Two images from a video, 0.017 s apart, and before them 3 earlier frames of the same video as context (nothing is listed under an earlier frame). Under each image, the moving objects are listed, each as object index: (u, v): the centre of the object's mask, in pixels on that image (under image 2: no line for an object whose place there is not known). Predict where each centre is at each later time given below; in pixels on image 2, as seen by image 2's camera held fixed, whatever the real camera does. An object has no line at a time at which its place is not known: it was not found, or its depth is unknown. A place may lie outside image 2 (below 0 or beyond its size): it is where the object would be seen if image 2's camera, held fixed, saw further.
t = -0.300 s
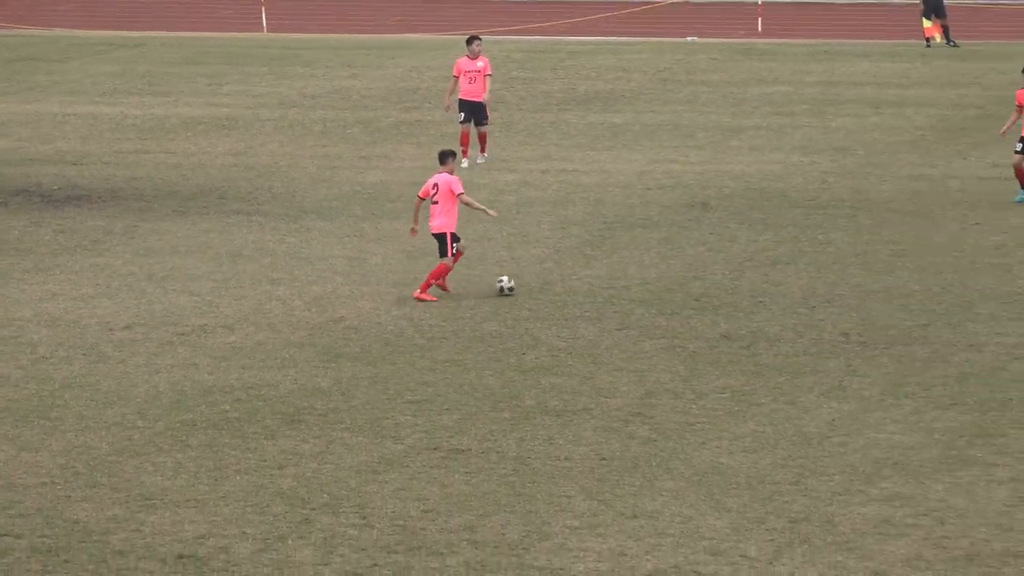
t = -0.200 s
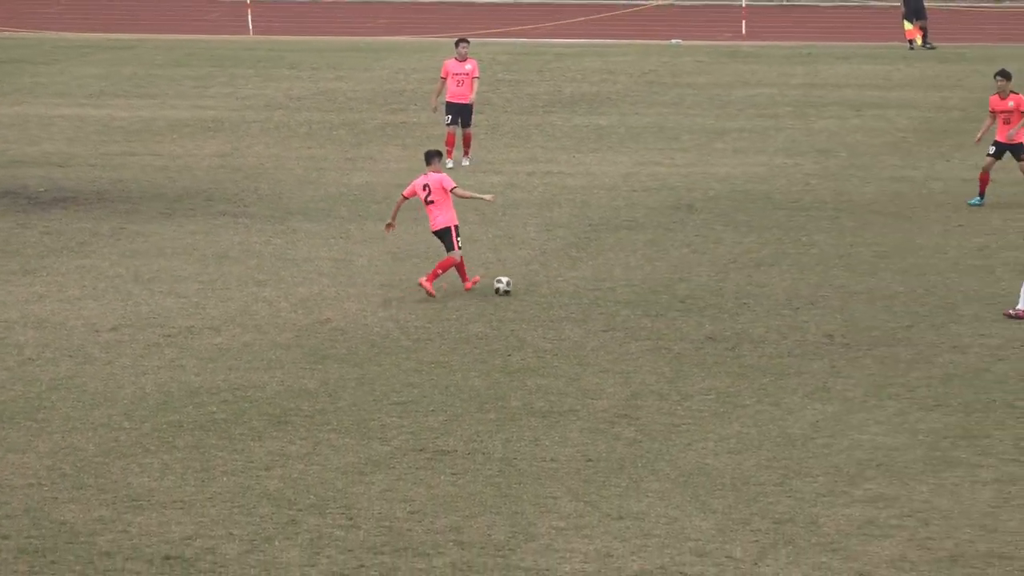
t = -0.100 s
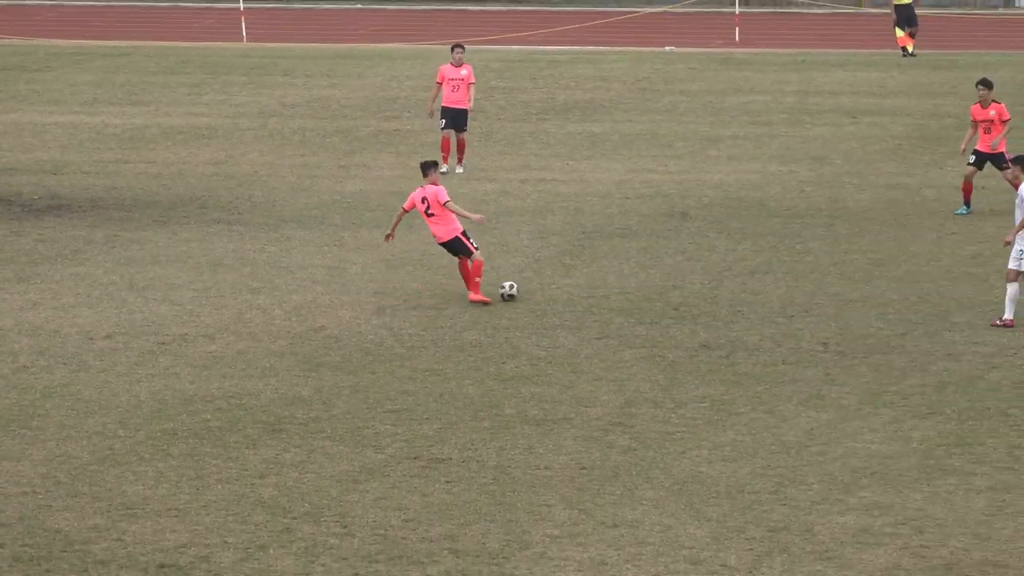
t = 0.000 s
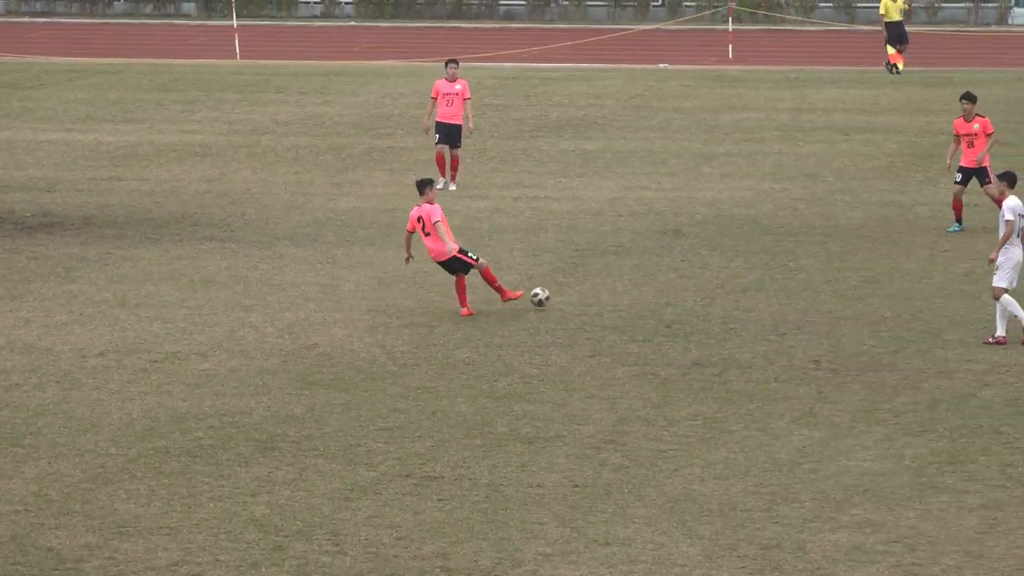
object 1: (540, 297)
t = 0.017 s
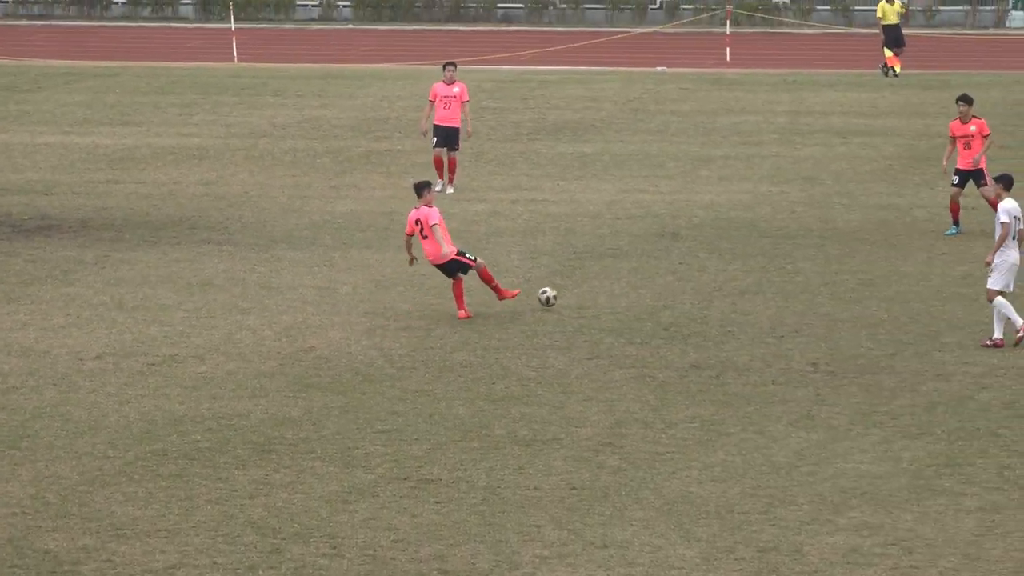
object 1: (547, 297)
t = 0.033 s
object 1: (557, 294)
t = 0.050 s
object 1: (567, 293)
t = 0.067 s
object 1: (576, 291)
